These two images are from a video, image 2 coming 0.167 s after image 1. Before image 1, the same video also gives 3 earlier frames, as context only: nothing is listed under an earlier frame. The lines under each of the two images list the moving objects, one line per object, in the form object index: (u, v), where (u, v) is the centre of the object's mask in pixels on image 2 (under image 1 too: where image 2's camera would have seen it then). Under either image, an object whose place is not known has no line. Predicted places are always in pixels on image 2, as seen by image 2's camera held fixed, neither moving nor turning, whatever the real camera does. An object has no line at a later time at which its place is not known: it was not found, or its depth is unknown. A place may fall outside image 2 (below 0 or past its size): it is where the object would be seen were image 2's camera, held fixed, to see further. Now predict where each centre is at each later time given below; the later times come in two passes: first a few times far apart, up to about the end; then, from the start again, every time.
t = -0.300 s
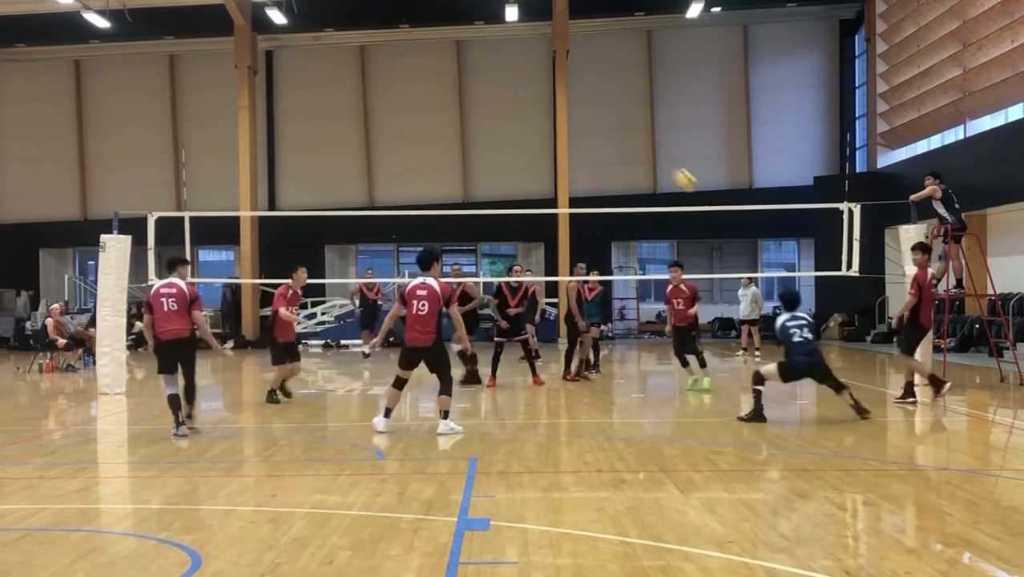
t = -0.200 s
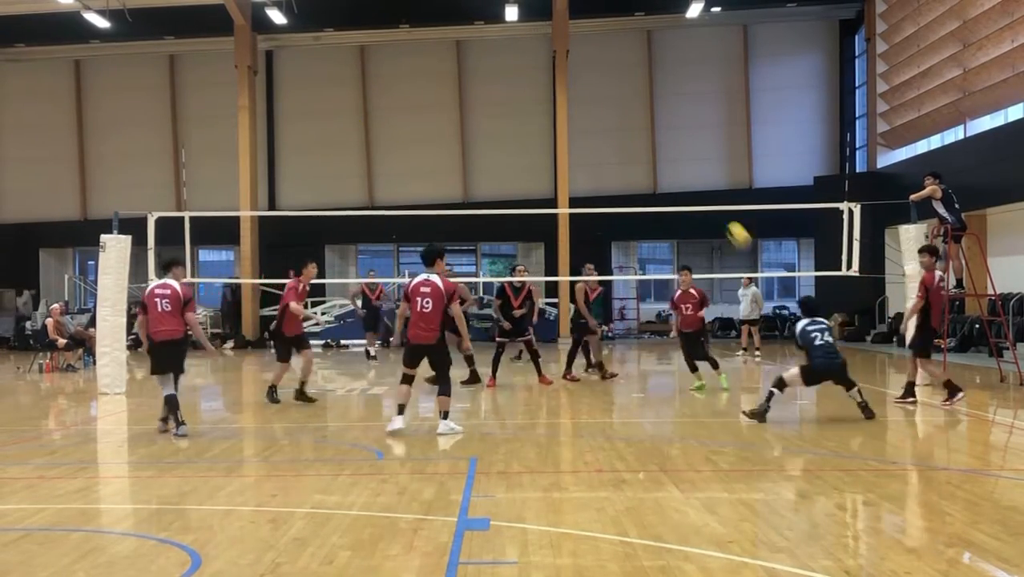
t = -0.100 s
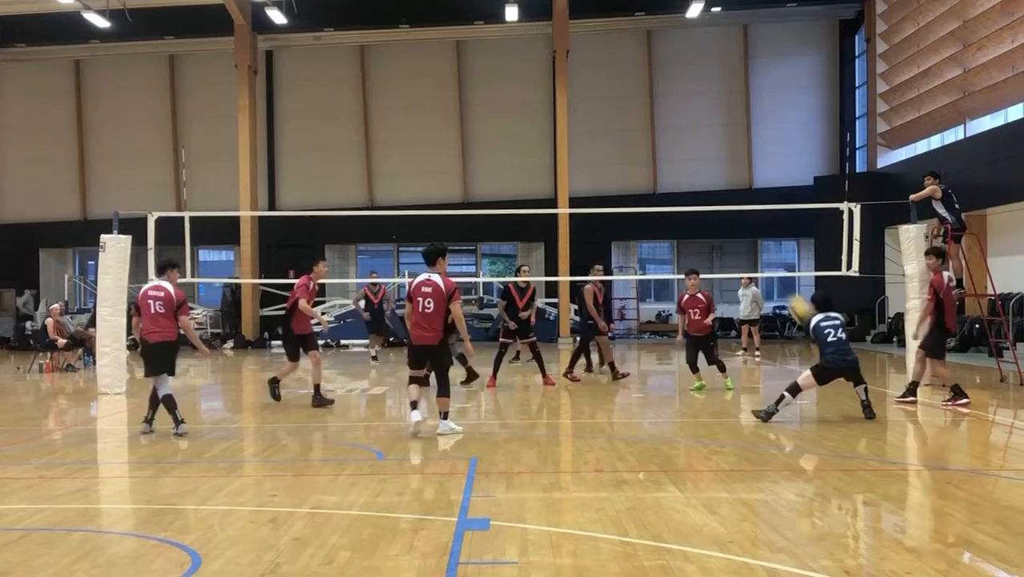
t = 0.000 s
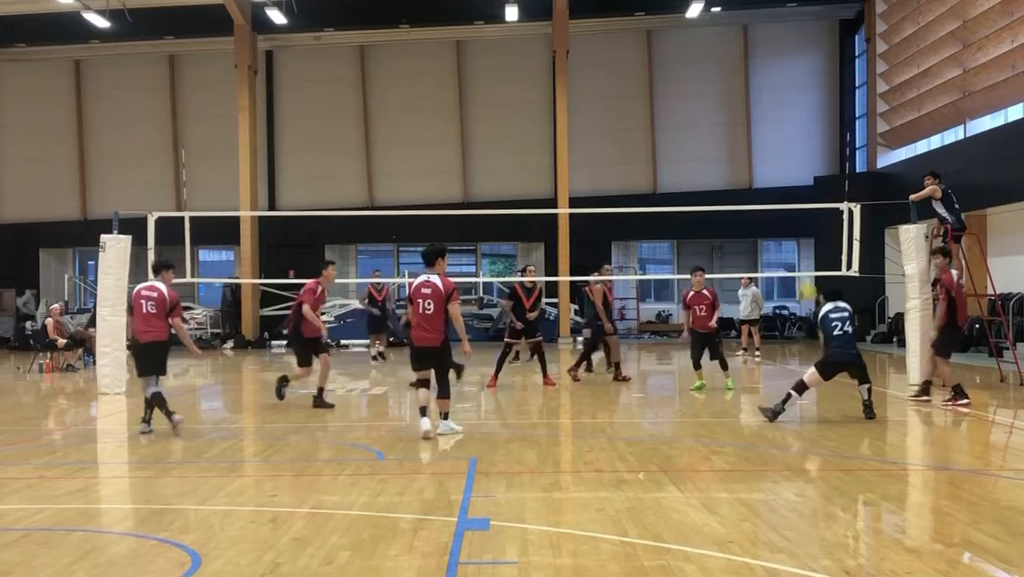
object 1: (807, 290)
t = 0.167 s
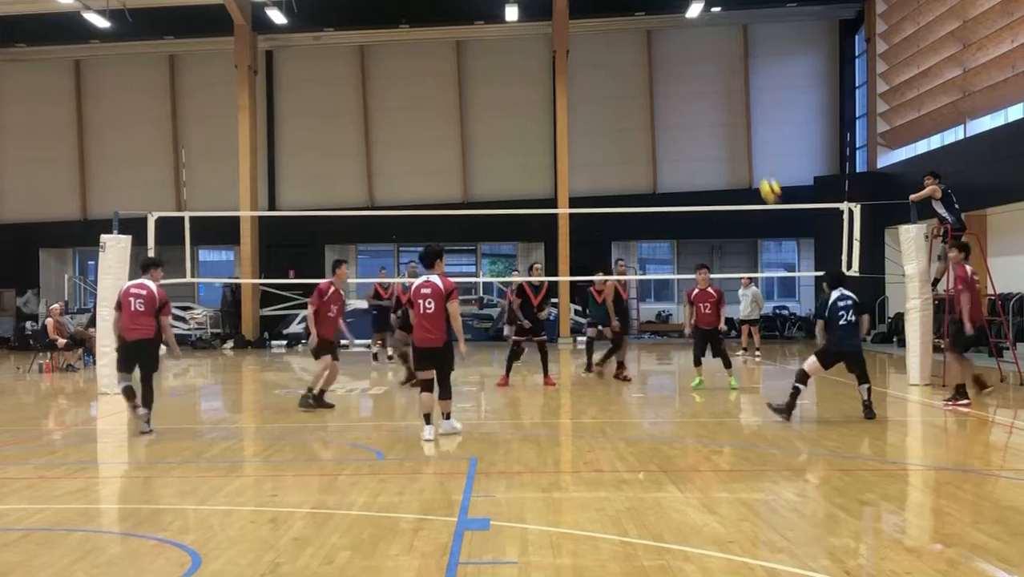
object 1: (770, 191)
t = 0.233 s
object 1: (756, 159)
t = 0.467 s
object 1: (711, 91)
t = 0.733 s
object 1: (669, 76)
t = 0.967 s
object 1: (637, 106)
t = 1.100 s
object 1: (620, 141)
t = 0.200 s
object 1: (762, 173)
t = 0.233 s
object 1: (756, 159)
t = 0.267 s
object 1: (749, 147)
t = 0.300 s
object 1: (742, 134)
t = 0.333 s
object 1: (736, 124)
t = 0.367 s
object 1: (730, 114)
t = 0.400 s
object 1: (723, 105)
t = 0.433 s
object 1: (718, 98)
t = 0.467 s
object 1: (711, 91)
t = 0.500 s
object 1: (706, 86)
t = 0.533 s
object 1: (701, 82)
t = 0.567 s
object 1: (695, 78)
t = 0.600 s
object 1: (690, 76)
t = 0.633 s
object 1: (685, 74)
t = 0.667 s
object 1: (680, 74)
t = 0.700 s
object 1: (675, 74)
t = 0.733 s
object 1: (669, 76)
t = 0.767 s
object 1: (664, 78)
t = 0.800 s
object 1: (660, 81)
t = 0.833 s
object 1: (655, 84)
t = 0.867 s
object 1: (651, 89)
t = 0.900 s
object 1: (646, 94)
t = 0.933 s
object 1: (642, 100)
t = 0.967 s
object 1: (637, 106)
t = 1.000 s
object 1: (633, 113)
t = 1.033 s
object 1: (629, 122)
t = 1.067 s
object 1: (624, 131)
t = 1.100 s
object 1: (620, 141)
